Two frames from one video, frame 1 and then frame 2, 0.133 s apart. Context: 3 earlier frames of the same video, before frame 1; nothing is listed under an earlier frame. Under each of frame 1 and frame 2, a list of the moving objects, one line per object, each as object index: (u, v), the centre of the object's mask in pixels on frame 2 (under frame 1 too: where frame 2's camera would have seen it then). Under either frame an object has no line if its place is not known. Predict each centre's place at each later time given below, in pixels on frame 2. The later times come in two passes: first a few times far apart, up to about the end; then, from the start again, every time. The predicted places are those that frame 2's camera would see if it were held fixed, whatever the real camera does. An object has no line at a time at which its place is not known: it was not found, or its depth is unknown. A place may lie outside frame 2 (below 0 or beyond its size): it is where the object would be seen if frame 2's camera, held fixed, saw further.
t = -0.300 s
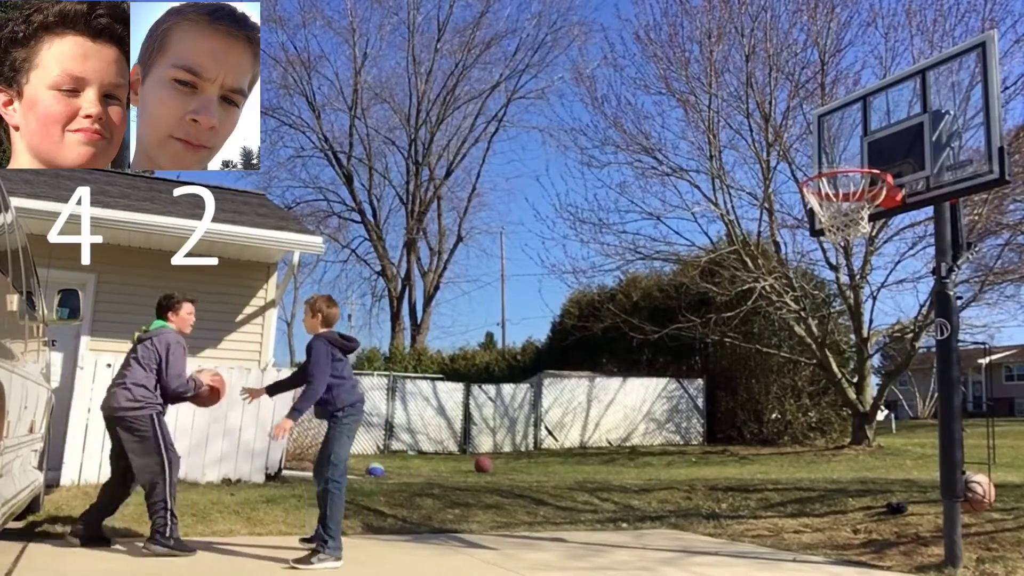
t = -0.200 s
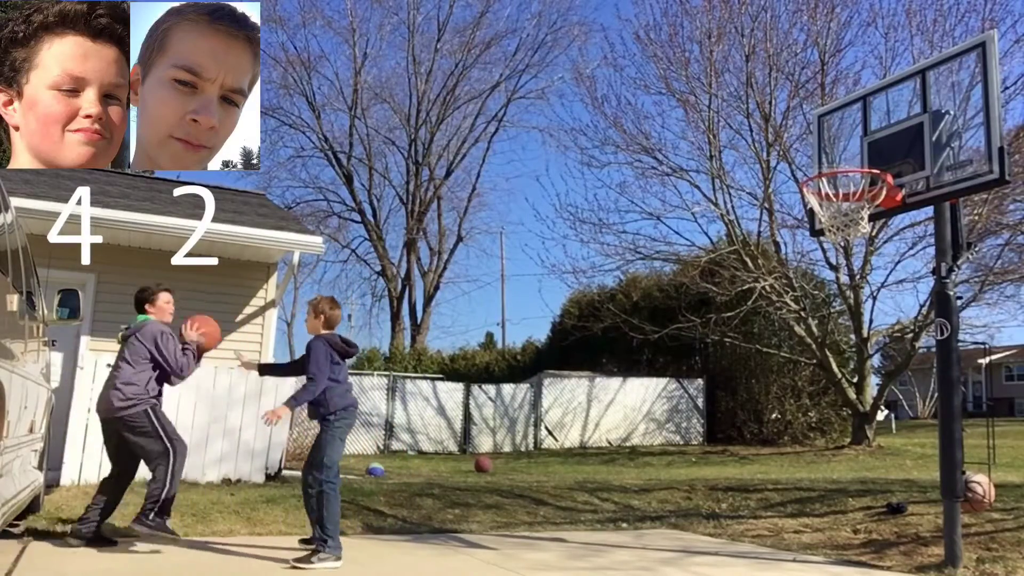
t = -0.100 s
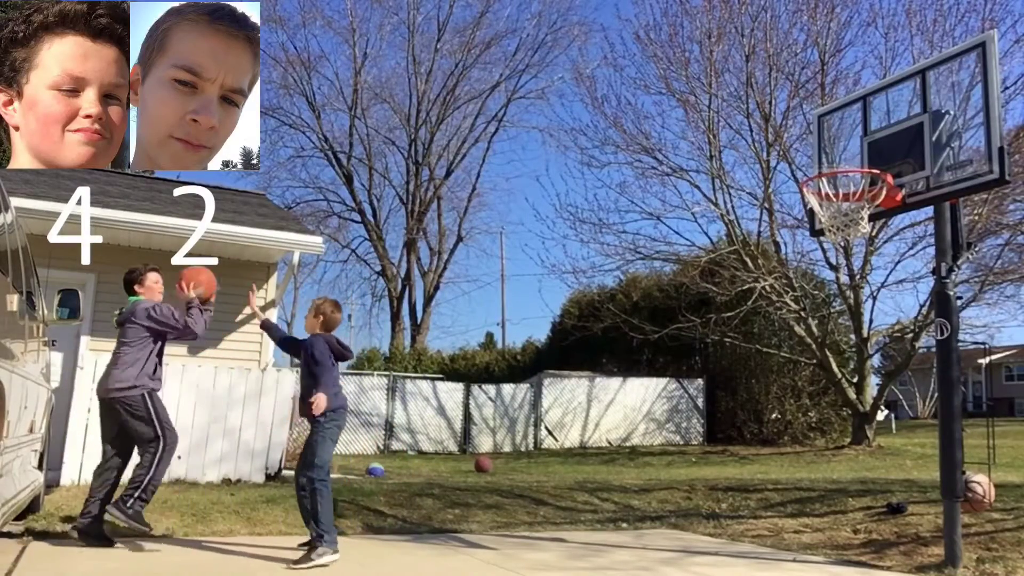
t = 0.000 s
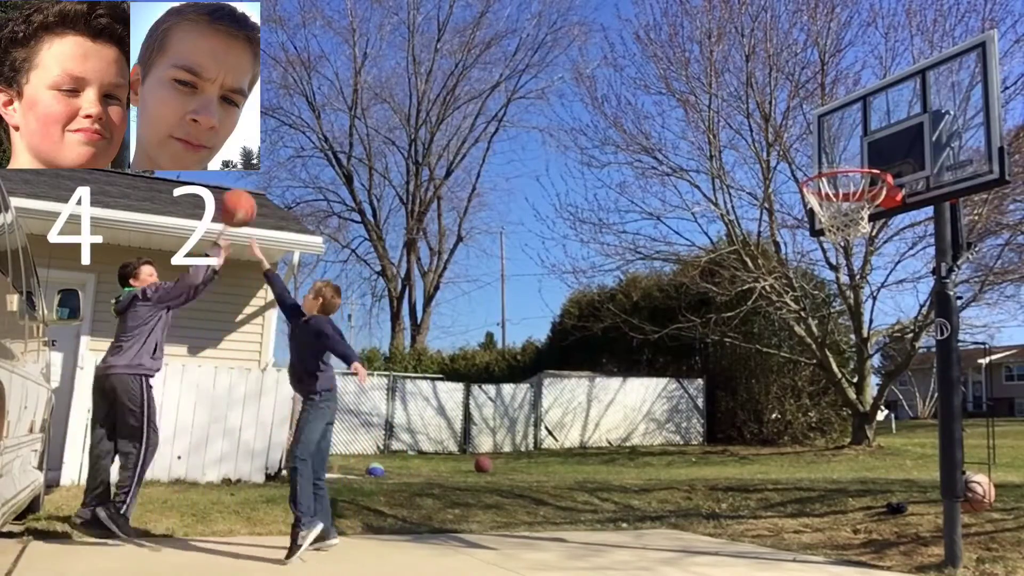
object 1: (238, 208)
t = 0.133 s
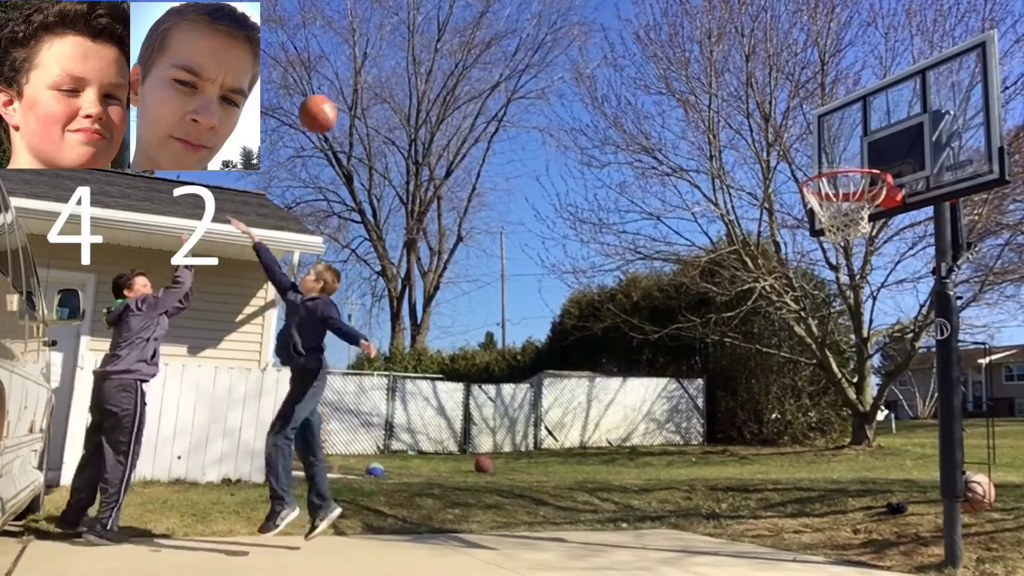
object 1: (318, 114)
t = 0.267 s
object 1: (394, 48)
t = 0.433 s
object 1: (484, 9)
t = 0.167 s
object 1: (337, 95)
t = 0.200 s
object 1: (356, 77)
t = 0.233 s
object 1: (376, 62)
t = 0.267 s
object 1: (394, 48)
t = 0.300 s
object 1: (413, 35)
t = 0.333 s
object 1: (431, 24)
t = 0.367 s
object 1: (449, 16)
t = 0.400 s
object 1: (467, 12)
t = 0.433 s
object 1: (484, 9)
